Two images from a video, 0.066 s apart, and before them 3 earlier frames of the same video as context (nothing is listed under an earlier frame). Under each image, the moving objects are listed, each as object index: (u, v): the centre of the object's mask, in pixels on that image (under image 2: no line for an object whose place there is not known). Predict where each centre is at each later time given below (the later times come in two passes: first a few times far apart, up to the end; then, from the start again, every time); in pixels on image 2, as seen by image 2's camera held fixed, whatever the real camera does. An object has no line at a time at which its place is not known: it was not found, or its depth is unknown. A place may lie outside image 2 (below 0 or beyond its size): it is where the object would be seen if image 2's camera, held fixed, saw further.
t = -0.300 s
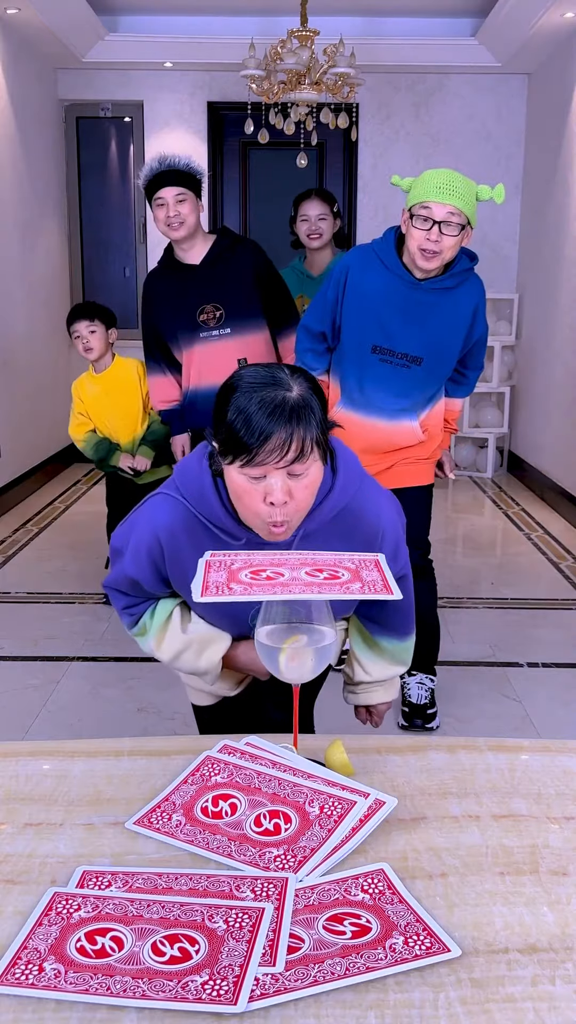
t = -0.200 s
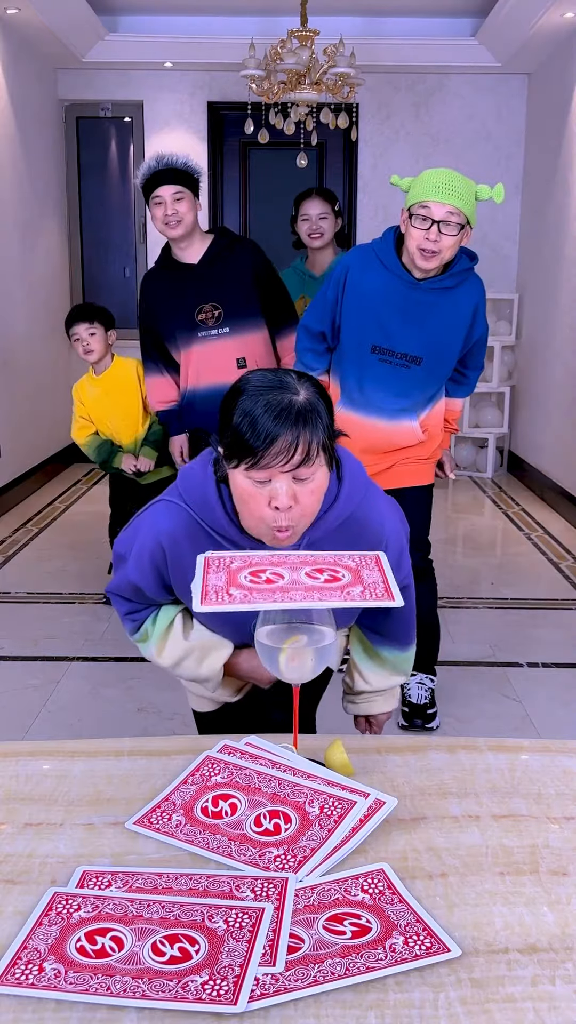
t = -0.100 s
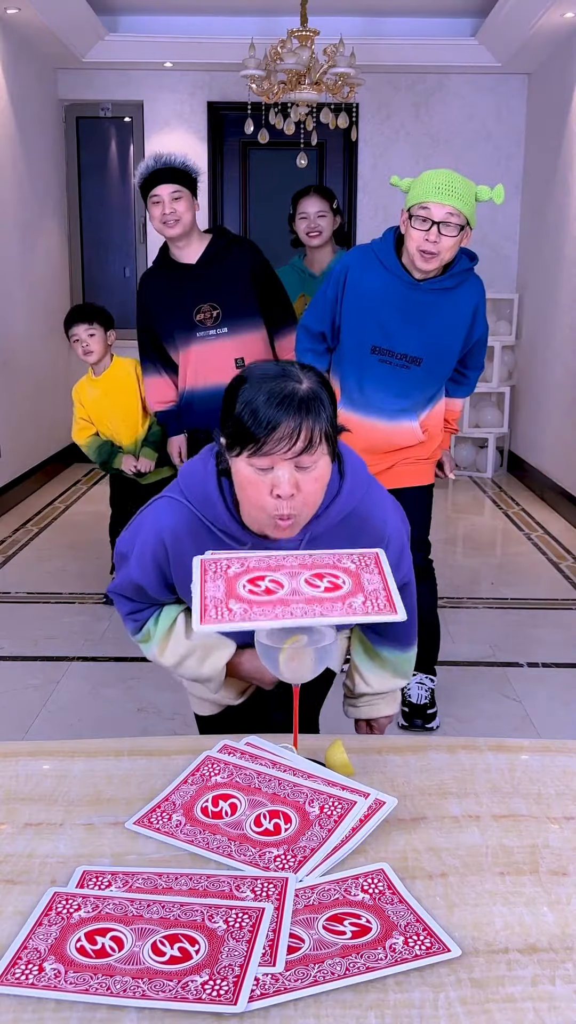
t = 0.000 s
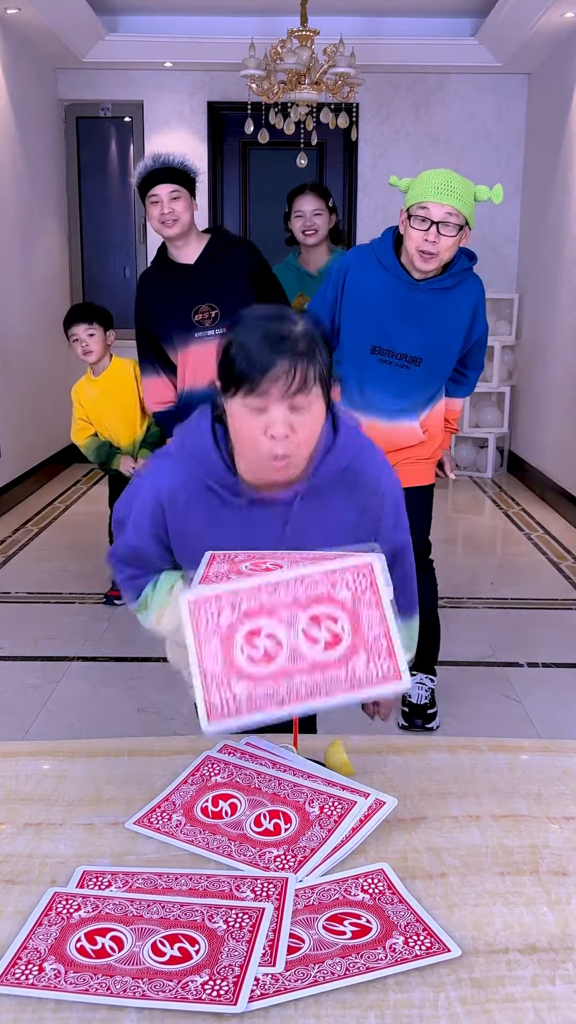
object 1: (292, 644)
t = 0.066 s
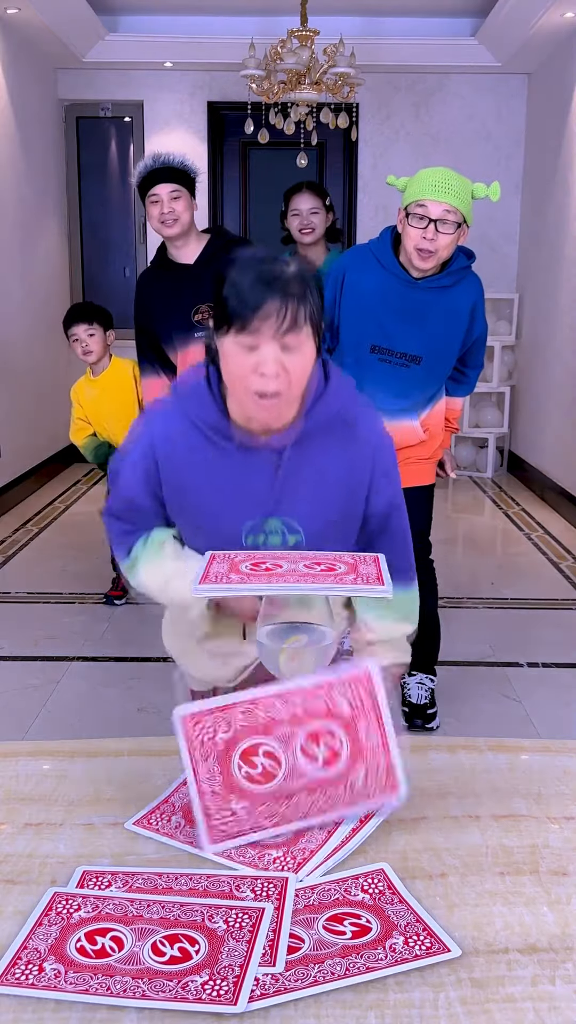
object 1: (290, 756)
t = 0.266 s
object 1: (327, 849)
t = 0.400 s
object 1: (326, 846)
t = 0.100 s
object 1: (297, 771)
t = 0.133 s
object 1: (303, 775)
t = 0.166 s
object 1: (310, 789)
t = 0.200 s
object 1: (316, 810)
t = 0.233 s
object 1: (325, 837)
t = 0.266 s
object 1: (327, 849)
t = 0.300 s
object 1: (328, 845)
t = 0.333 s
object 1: (327, 845)
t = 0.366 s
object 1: (325, 847)
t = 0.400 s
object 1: (326, 846)
